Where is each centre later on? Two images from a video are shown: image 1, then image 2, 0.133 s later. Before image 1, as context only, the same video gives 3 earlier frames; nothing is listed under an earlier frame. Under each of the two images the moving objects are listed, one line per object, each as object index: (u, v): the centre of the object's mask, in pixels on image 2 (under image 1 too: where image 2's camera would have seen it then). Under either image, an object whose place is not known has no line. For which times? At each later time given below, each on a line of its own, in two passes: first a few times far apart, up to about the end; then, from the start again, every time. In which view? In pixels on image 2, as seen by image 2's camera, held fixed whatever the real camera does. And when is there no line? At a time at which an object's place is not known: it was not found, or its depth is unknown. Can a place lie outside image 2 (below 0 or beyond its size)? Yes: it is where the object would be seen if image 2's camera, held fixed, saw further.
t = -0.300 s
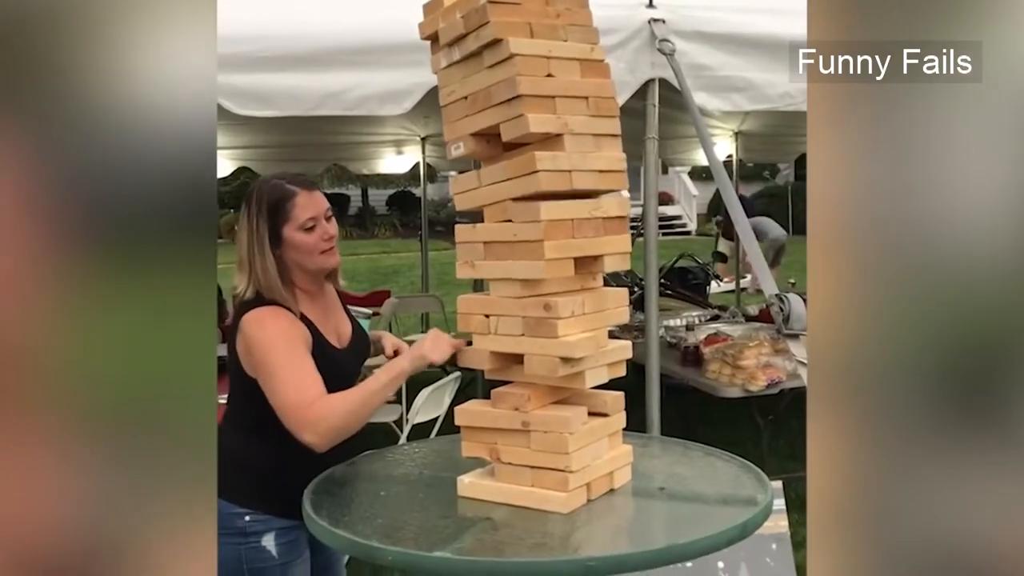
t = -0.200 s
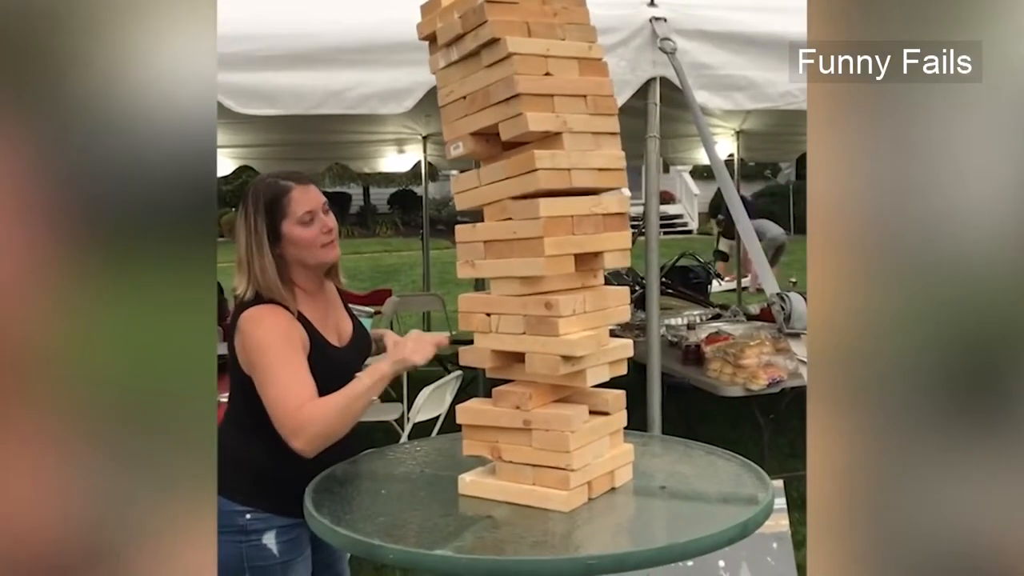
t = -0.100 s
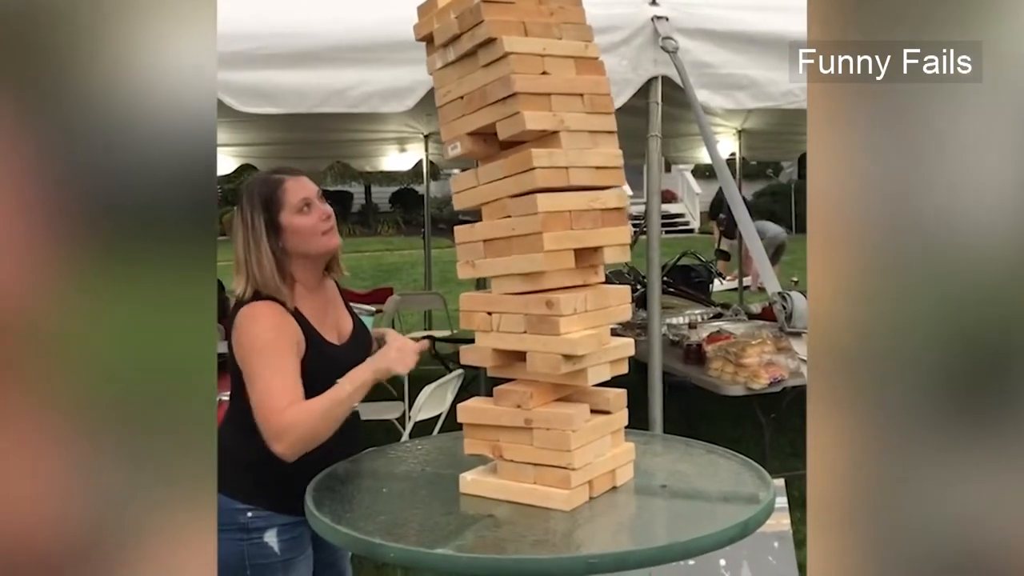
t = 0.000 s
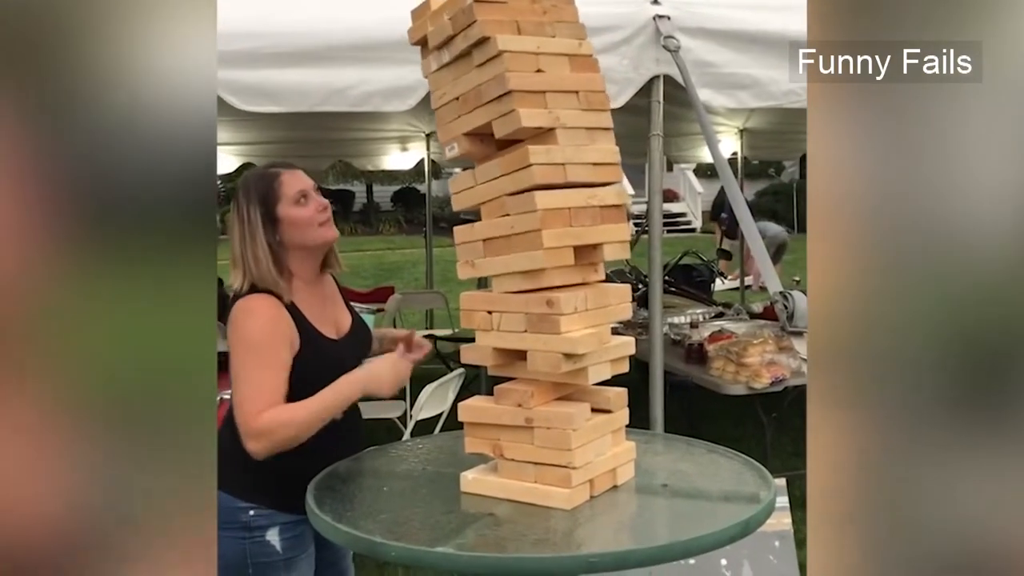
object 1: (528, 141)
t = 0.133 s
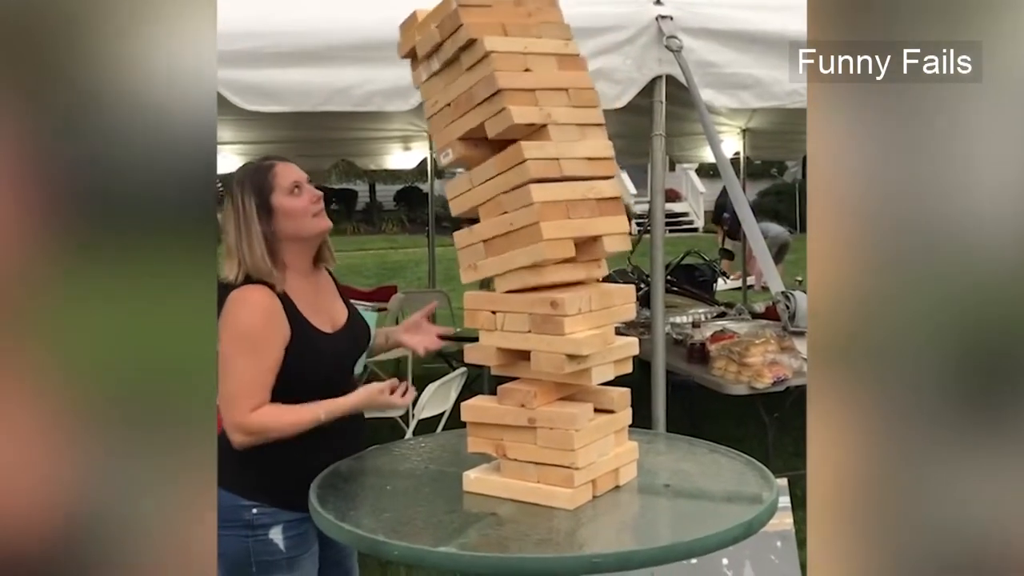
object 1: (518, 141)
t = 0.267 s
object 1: (503, 147)
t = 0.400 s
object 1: (486, 165)
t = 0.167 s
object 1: (515, 142)
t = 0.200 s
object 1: (511, 143)
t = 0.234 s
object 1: (507, 145)
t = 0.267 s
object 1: (503, 147)
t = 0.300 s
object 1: (499, 150)
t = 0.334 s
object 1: (495, 154)
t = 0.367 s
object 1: (491, 160)
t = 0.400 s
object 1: (486, 165)
